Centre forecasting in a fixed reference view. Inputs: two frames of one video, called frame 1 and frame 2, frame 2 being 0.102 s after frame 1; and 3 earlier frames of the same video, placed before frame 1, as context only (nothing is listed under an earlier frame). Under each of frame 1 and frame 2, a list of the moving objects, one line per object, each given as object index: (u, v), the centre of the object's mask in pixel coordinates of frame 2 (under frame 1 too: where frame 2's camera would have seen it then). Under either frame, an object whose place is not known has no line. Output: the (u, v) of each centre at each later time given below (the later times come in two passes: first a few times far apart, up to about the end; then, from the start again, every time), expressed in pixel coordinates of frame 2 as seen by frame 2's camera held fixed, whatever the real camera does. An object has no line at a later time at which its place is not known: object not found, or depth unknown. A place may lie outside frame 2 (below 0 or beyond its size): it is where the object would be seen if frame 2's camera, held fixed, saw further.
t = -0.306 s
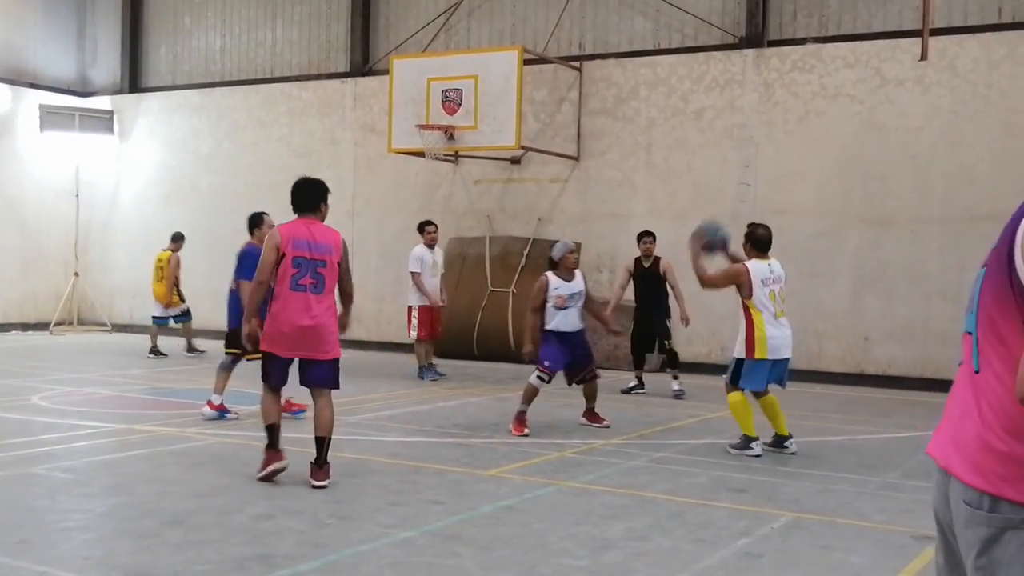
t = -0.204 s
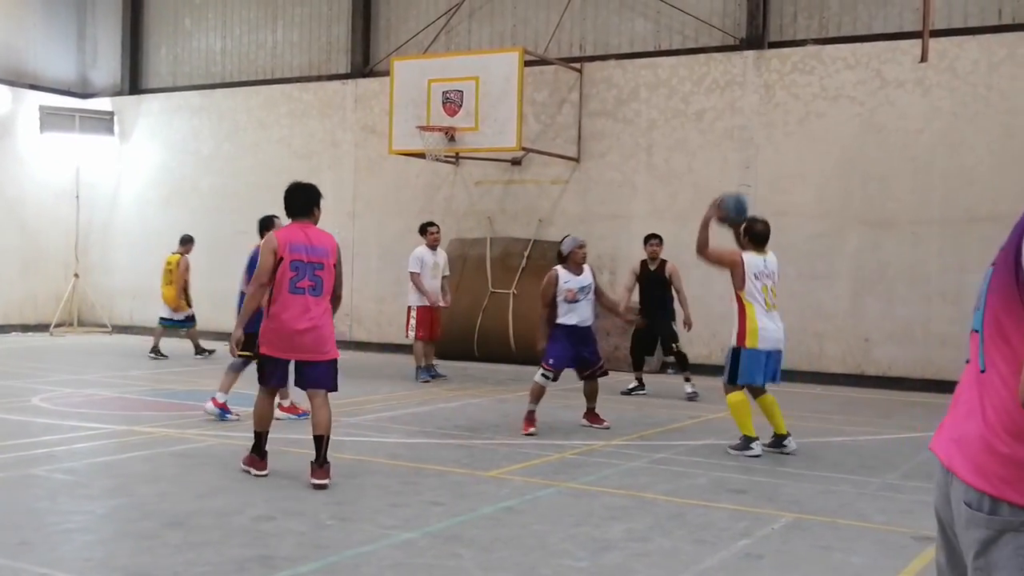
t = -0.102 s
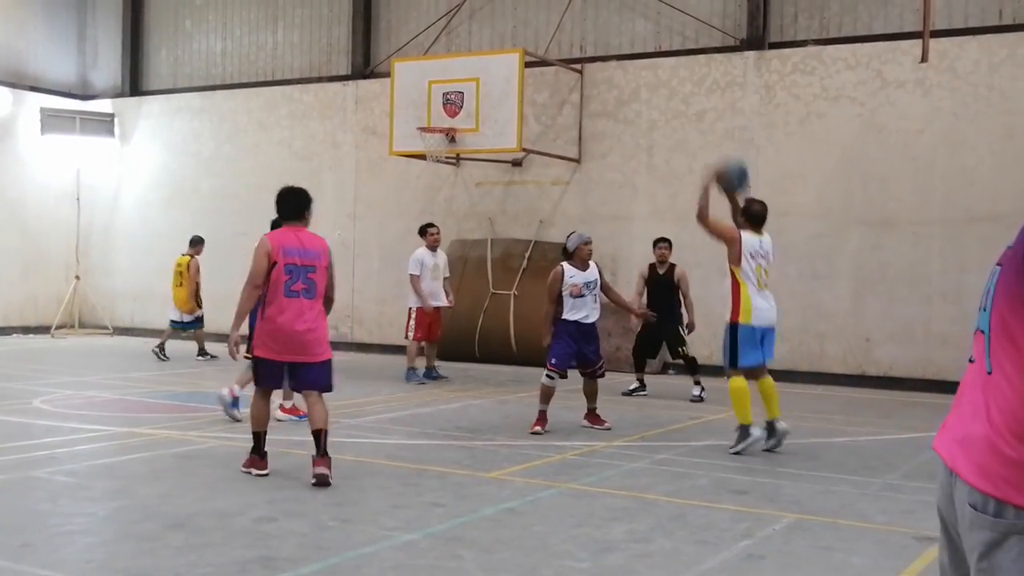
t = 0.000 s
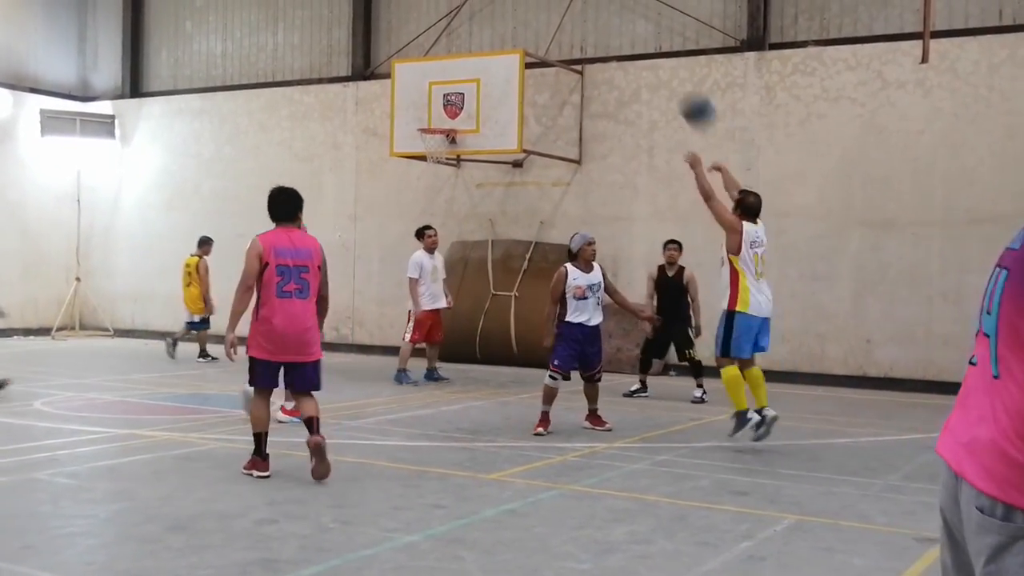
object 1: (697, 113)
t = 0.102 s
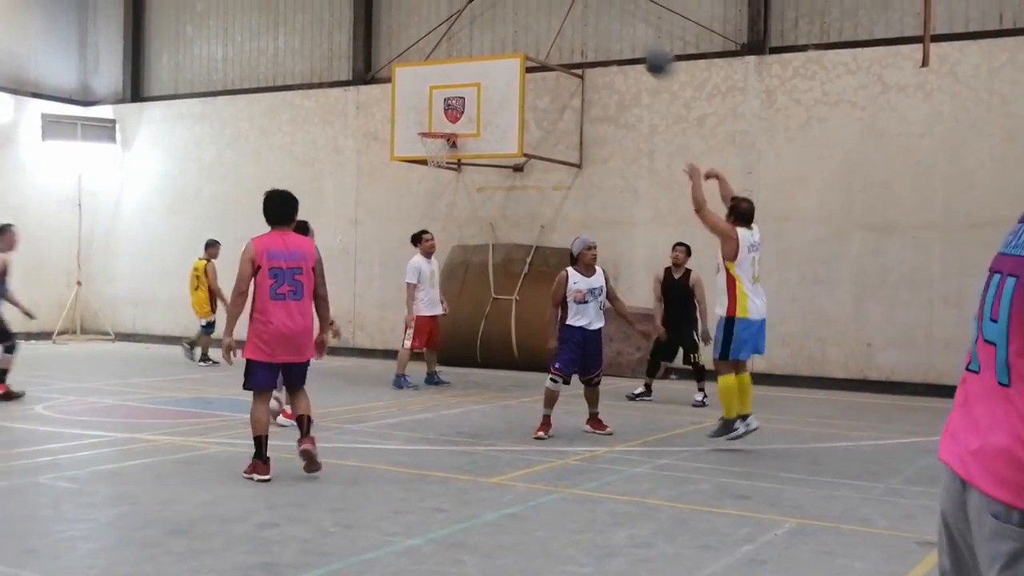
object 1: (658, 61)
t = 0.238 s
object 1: (615, 19)
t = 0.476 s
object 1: (552, 5)
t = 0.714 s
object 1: (502, 43)
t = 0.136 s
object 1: (647, 49)
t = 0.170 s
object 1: (636, 37)
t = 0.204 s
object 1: (625, 27)
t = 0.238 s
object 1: (615, 19)
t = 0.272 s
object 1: (605, 13)
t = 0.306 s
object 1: (596, 9)
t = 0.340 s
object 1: (587, 7)
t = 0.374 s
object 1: (579, 5)
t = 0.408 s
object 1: (570, 5)
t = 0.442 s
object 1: (561, 4)
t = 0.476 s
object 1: (552, 5)
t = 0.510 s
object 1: (545, 6)
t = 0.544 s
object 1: (538, 8)
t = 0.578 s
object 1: (530, 13)
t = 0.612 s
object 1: (523, 19)
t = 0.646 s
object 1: (516, 27)
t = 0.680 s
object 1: (509, 35)
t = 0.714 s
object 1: (502, 43)
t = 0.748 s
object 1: (496, 52)
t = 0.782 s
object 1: (489, 63)
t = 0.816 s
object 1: (484, 73)
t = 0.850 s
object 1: (478, 83)
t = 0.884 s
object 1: (473, 97)
